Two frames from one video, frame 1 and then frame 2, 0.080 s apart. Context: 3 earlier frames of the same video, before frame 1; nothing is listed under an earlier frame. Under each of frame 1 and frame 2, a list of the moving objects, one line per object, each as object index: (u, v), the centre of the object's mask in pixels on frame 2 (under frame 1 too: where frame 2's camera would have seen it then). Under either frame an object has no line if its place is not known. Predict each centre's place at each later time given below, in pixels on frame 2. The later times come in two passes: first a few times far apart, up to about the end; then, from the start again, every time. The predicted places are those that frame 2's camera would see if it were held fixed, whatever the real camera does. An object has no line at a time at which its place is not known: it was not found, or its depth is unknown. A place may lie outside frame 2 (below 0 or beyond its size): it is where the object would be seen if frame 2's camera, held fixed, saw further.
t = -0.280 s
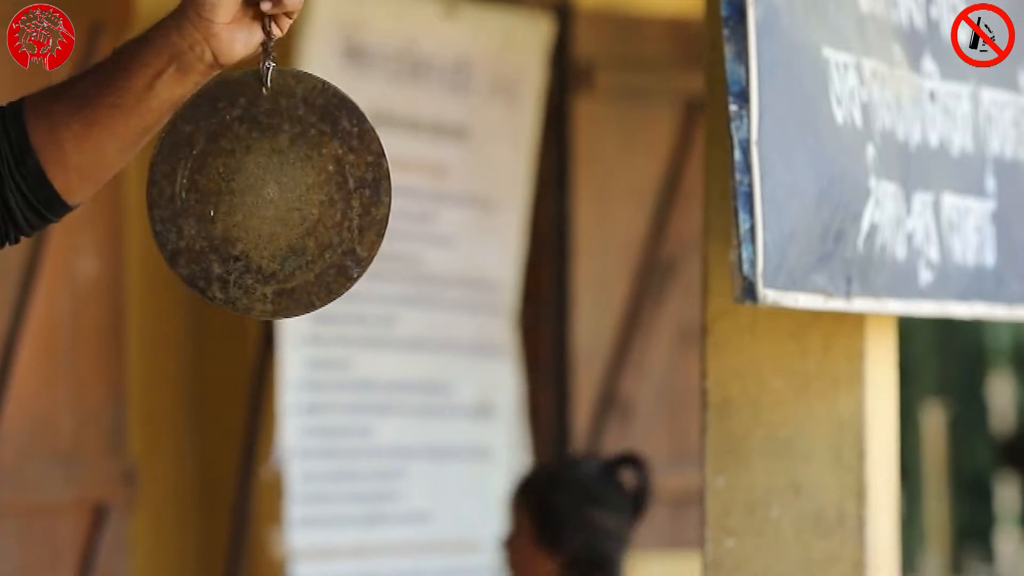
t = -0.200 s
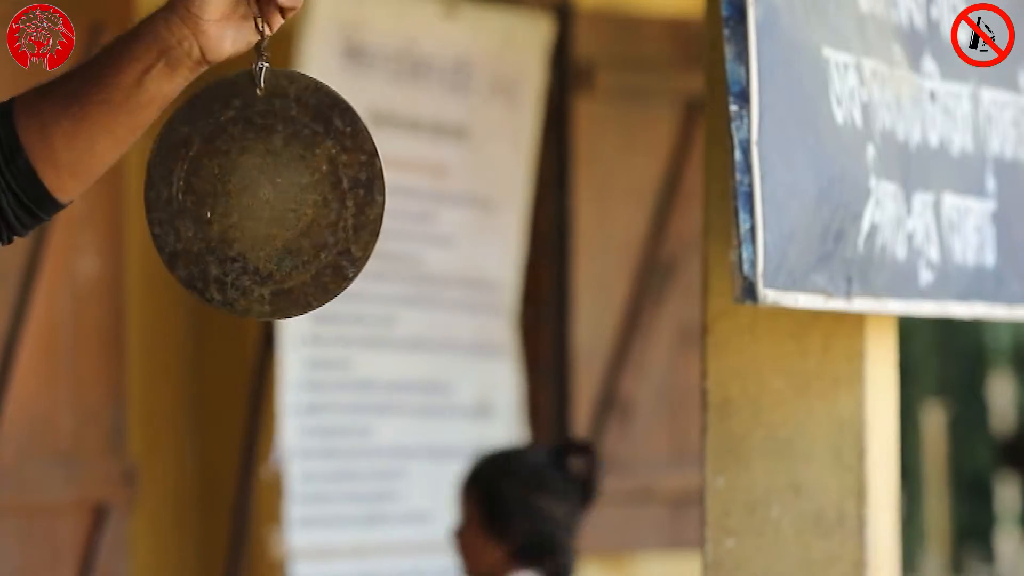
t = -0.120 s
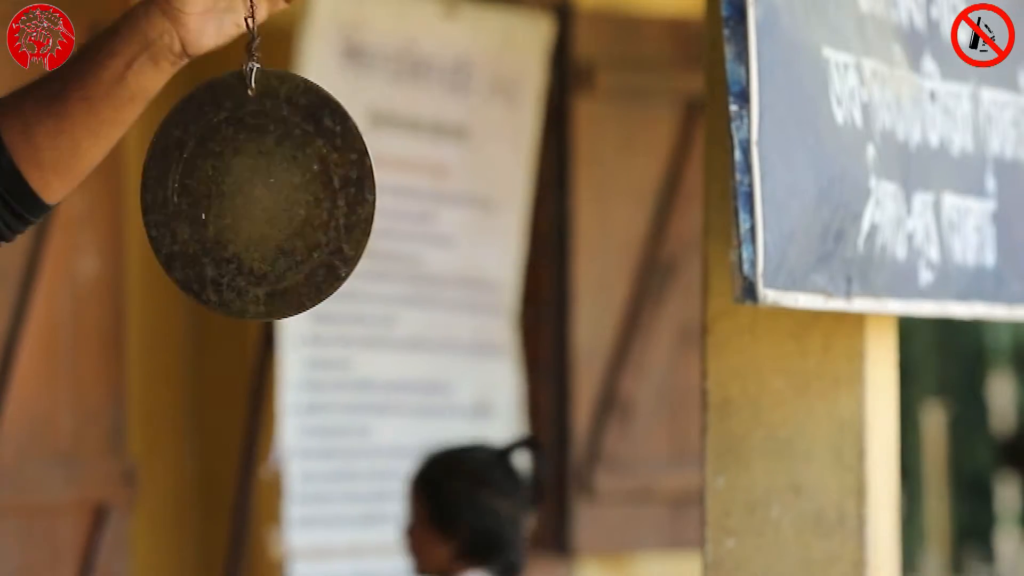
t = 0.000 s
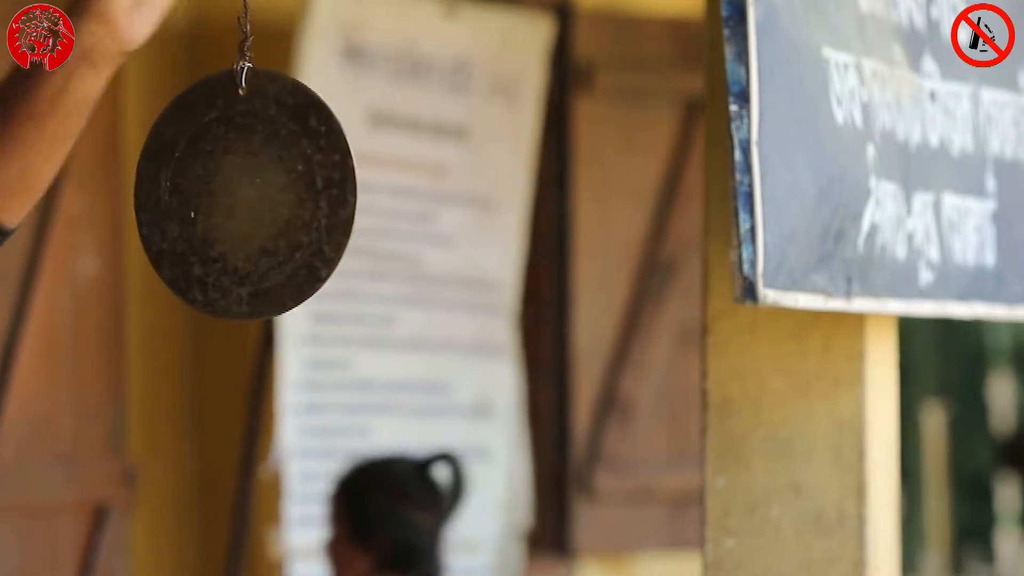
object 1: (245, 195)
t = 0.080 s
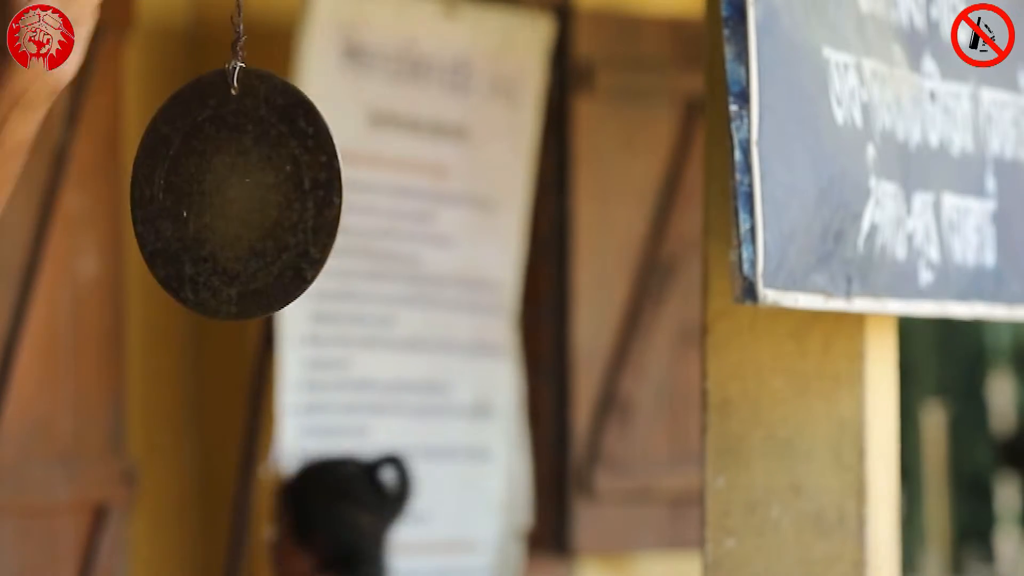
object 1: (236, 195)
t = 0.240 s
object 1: (218, 194)
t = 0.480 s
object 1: (204, 192)
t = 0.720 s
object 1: (210, 194)
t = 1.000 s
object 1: (238, 195)
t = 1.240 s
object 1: (258, 192)
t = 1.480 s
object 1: (260, 195)
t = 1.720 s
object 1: (244, 196)
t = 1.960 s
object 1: (220, 195)
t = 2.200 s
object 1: (208, 192)
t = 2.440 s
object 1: (213, 192)
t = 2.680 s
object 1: (231, 194)
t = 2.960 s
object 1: (248, 195)
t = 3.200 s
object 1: (251, 195)
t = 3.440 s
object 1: (243, 195)
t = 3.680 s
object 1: (230, 195)
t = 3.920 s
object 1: (220, 193)
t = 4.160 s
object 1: (217, 192)
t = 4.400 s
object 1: (222, 193)
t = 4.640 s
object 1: (231, 196)
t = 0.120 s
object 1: (232, 195)
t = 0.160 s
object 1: (227, 195)
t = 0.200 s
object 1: (222, 194)
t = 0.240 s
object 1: (218, 194)
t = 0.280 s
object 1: (214, 193)
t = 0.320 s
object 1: (211, 193)
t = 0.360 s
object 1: (208, 193)
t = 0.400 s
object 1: (206, 192)
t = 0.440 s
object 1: (205, 192)
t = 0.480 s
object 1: (204, 192)
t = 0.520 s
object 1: (203, 192)
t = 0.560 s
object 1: (203, 193)
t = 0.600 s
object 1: (204, 193)
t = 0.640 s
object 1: (205, 193)
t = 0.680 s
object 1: (207, 194)
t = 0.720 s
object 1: (210, 194)
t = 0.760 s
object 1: (215, 195)
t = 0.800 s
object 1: (216, 195)
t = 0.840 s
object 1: (220, 195)
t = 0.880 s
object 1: (224, 194)
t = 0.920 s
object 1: (229, 196)
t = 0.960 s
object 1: (233, 195)
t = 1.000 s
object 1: (238, 195)
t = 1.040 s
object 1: (242, 192)
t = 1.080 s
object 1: (245, 192)
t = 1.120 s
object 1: (249, 192)
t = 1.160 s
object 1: (253, 192)
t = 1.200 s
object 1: (256, 192)
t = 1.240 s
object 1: (258, 192)
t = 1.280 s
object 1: (260, 191)
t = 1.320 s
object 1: (261, 191)
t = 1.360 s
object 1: (262, 194)
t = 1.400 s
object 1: (262, 195)
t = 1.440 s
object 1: (261, 195)
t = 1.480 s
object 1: (260, 195)
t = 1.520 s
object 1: (258, 196)
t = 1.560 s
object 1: (256, 196)
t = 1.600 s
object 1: (254, 194)
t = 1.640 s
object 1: (250, 196)
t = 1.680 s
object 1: (247, 196)
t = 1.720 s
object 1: (244, 196)
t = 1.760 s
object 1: (239, 196)
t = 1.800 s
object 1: (236, 196)
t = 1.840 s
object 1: (232, 195)
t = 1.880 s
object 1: (228, 195)
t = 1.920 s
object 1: (224, 195)
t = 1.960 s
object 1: (220, 195)
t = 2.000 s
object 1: (217, 195)
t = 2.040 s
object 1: (215, 194)
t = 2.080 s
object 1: (212, 194)
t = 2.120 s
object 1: (211, 193)
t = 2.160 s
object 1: (210, 193)
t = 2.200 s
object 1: (208, 192)
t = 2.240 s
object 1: (208, 192)
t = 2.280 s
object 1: (208, 192)
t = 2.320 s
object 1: (208, 191)
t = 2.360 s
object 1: (209, 191)
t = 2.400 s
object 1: (211, 191)
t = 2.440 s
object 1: (213, 192)
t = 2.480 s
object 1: (215, 192)
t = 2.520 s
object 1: (218, 193)
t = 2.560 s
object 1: (221, 193)
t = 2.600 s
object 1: (224, 193)
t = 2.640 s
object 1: (227, 194)
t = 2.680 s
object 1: (231, 194)
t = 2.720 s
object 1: (233, 194)
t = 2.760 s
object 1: (237, 195)
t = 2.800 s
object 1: (239, 195)
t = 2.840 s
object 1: (242, 195)
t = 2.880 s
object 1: (244, 195)
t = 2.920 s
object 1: (246, 195)
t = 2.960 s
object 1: (248, 195)
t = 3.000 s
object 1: (249, 196)
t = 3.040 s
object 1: (250, 196)
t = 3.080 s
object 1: (251, 196)
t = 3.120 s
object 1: (251, 196)
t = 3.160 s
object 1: (251, 195)
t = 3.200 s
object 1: (251, 195)
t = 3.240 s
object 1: (250, 196)
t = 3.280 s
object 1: (249, 196)
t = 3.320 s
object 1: (248, 196)
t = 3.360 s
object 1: (246, 196)
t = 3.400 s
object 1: (245, 196)
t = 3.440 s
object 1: (243, 195)
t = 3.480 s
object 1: (241, 196)
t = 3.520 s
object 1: (238, 196)
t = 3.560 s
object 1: (236, 196)
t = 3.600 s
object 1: (234, 196)
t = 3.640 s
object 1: (232, 195)
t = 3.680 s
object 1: (230, 195)
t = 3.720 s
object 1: (228, 195)
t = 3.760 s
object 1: (226, 194)
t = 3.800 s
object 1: (225, 194)
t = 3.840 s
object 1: (223, 194)
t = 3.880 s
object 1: (222, 194)
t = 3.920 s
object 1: (220, 193)
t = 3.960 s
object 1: (219, 193)
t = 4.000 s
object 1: (218, 192)
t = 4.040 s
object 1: (218, 192)
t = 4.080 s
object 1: (217, 192)
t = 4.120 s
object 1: (217, 192)
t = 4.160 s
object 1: (217, 192)
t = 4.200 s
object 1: (217, 192)
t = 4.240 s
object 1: (218, 192)
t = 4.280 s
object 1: (219, 192)
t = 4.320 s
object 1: (220, 193)
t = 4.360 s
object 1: (221, 193)
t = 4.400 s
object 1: (222, 193)
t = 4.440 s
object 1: (223, 193)
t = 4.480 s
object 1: (224, 194)
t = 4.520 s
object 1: (226, 195)
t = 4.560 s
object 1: (228, 195)
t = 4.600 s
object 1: (229, 195)
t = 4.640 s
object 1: (231, 196)
